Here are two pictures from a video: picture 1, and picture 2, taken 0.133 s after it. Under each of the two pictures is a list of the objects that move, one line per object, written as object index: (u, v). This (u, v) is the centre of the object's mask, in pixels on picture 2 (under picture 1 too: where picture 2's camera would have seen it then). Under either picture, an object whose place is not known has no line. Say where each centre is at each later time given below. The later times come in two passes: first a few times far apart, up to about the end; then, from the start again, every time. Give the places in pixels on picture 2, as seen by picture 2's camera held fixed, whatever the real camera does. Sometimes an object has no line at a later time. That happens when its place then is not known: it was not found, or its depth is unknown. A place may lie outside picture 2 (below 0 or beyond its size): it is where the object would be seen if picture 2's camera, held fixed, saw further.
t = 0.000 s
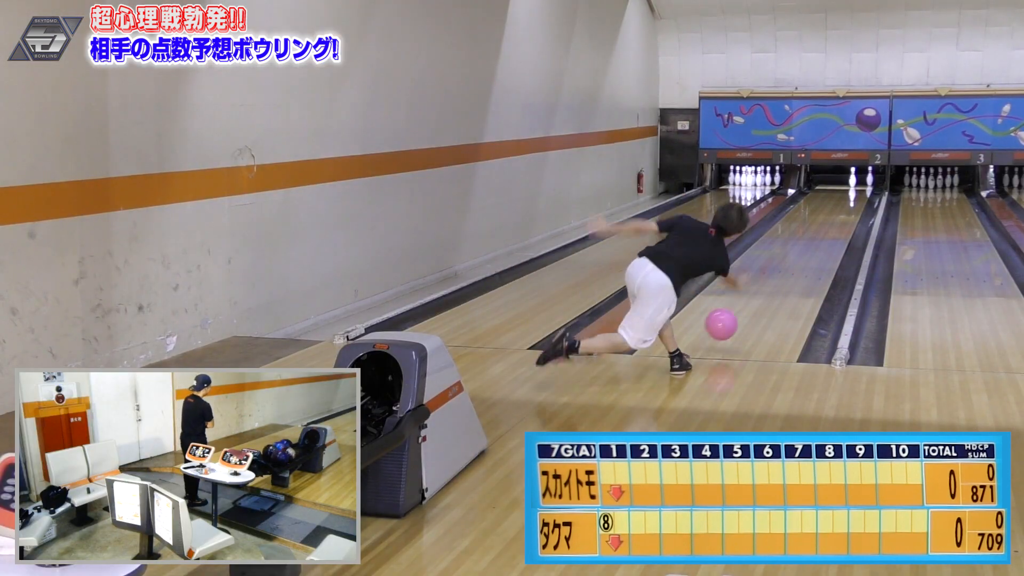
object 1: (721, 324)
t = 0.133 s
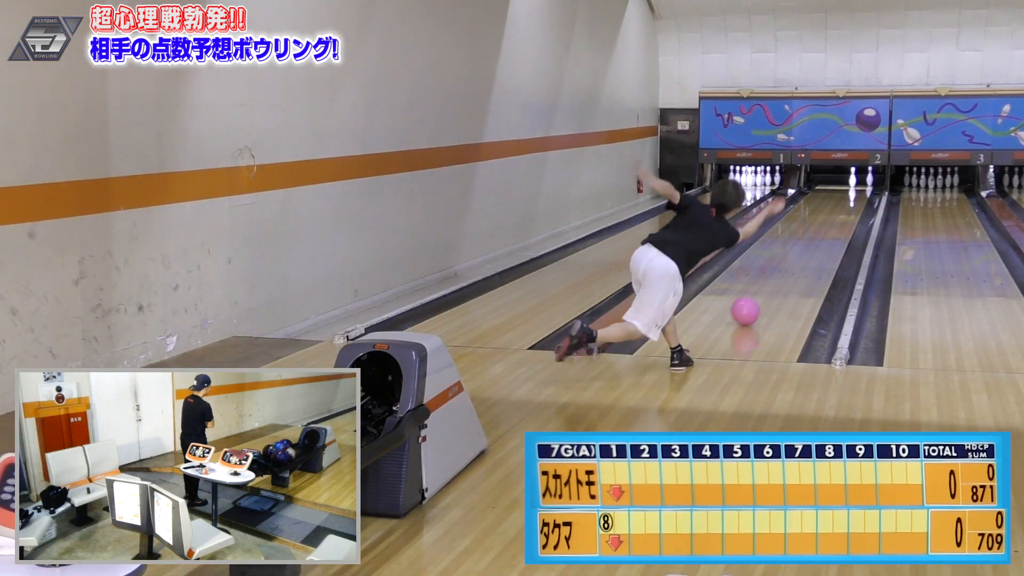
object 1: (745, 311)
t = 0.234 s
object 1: (761, 296)
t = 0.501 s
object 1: (791, 265)
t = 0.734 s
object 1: (811, 245)
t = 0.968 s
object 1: (826, 230)
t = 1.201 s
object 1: (836, 217)
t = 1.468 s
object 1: (846, 206)
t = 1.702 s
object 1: (850, 198)
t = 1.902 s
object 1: (853, 192)
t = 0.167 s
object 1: (751, 306)
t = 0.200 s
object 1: (756, 300)
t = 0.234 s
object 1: (761, 296)
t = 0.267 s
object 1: (765, 291)
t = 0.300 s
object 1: (769, 286)
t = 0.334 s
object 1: (774, 282)
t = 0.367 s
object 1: (777, 279)
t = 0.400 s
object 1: (781, 276)
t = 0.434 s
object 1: (785, 271)
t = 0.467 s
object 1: (788, 269)
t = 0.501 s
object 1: (791, 265)
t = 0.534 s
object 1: (795, 262)
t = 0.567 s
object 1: (798, 259)
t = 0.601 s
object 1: (801, 256)
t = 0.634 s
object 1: (803, 253)
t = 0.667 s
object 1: (806, 250)
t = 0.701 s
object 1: (809, 248)
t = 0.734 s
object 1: (811, 245)
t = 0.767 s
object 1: (814, 243)
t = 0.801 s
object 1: (816, 240)
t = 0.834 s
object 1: (818, 238)
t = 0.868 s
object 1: (820, 236)
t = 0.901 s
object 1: (822, 234)
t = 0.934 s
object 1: (824, 232)
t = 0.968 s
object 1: (826, 230)
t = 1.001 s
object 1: (827, 228)
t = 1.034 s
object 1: (829, 226)
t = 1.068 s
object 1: (831, 224)
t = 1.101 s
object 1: (832, 222)
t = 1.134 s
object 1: (834, 221)
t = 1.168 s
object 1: (835, 219)
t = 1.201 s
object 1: (836, 217)
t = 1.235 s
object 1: (838, 216)
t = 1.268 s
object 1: (839, 214)
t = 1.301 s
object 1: (841, 213)
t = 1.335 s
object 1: (841, 211)
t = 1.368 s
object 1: (843, 210)
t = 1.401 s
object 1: (843, 208)
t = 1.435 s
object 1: (845, 207)
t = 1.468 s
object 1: (846, 206)
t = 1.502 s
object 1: (846, 205)
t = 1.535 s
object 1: (847, 204)
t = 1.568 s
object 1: (848, 202)
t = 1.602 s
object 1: (849, 201)
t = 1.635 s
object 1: (849, 200)
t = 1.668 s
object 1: (850, 199)
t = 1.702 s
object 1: (850, 198)
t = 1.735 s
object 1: (851, 196)
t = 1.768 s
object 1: (852, 195)
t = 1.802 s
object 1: (852, 195)
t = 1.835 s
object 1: (853, 194)
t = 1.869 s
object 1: (853, 193)
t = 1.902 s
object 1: (853, 192)
